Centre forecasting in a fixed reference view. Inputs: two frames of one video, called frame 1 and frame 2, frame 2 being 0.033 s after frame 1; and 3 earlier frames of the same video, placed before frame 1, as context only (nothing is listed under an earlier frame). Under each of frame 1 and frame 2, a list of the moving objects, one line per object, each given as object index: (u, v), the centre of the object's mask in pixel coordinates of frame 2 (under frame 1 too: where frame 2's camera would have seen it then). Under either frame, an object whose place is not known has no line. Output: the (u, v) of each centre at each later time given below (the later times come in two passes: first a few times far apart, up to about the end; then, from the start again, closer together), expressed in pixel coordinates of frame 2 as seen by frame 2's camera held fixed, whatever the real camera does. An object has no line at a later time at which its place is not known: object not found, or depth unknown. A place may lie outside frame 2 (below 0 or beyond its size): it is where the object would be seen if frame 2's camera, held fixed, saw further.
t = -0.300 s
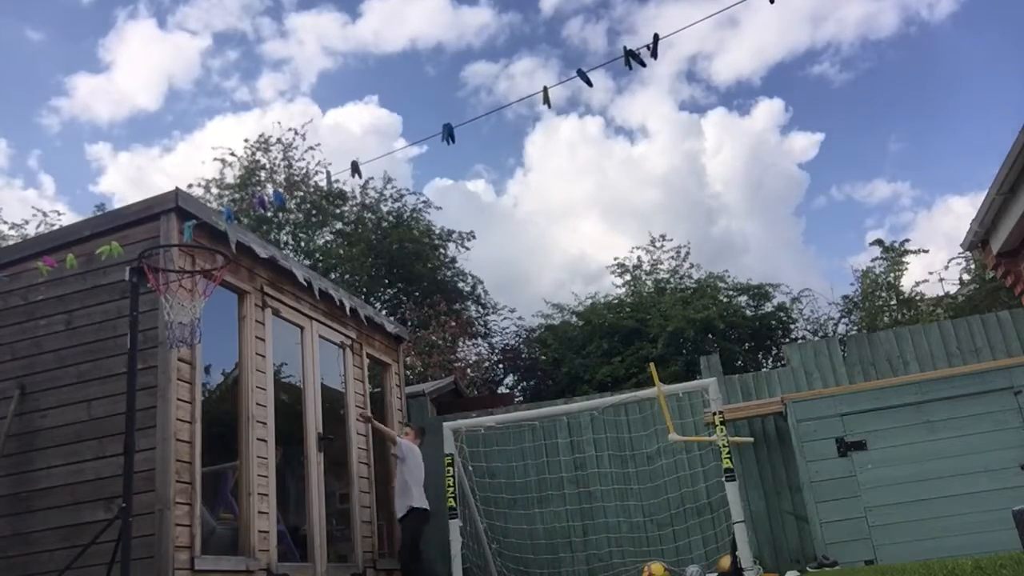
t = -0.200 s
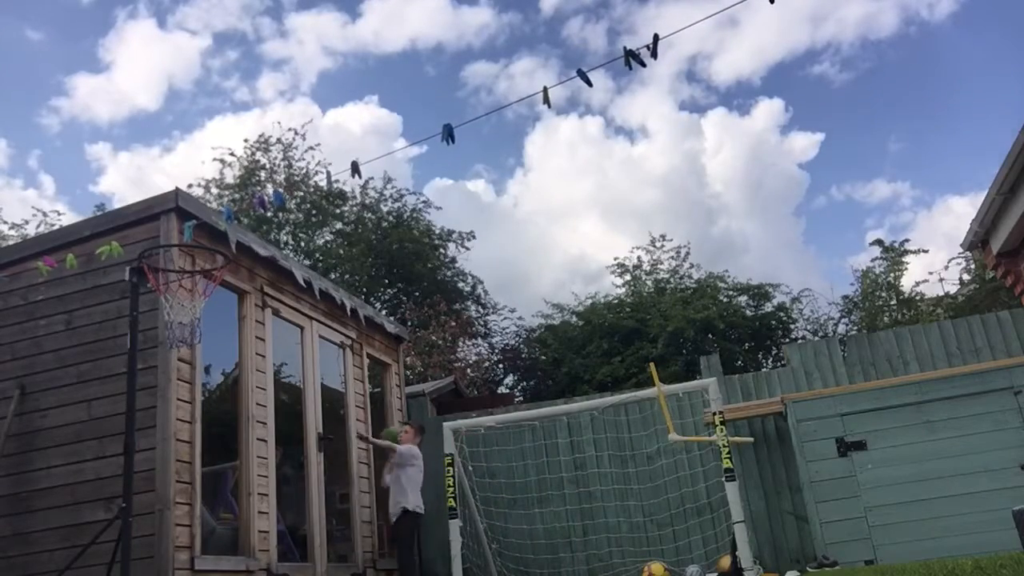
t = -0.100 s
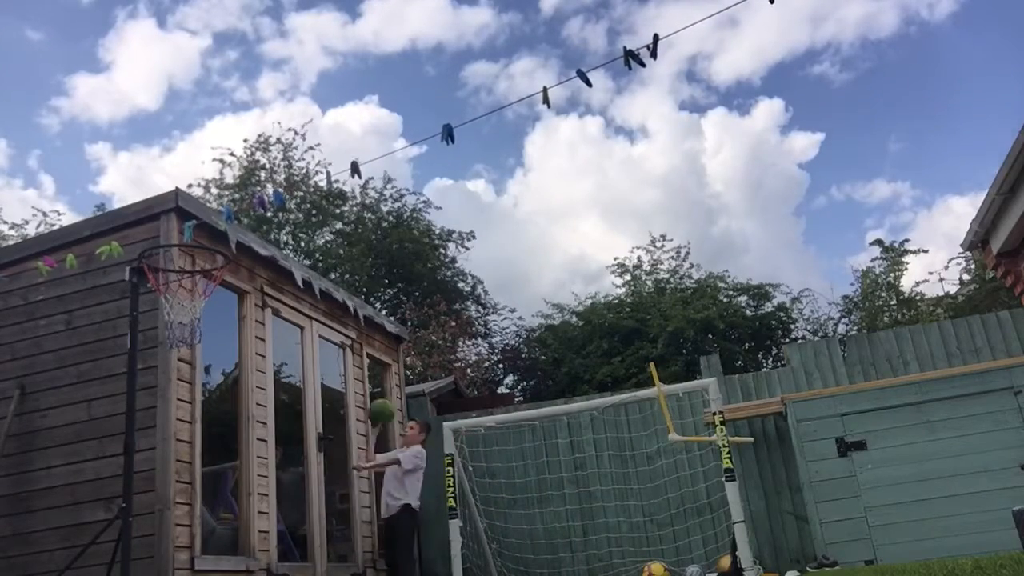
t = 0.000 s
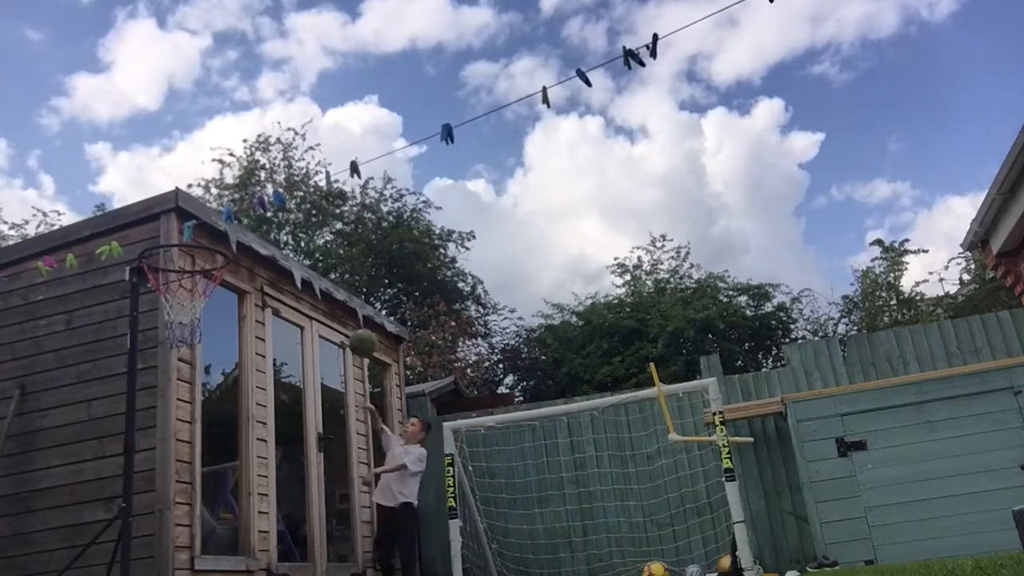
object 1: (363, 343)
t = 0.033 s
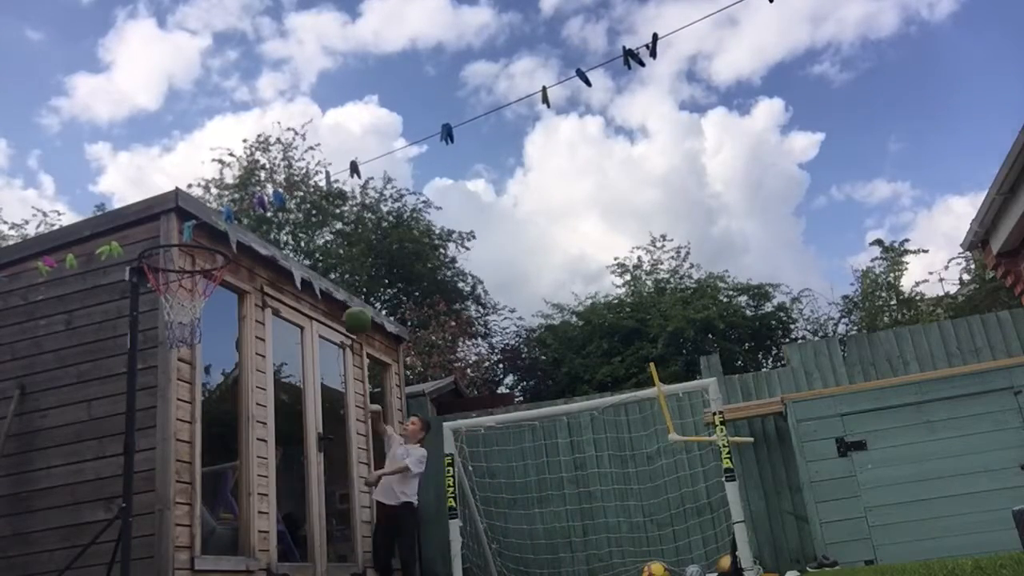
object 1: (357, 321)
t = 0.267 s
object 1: (311, 193)
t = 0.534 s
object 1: (247, 103)
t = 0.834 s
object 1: (132, 135)
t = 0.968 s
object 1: (41, 253)
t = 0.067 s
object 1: (350, 300)
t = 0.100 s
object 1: (344, 279)
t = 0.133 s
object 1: (337, 260)
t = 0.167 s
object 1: (331, 243)
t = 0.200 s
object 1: (323, 223)
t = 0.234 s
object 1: (319, 207)
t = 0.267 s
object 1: (311, 193)
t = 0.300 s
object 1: (304, 177)
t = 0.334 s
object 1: (296, 163)
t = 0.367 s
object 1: (289, 149)
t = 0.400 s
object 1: (281, 138)
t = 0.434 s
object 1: (273, 127)
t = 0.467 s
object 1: (265, 118)
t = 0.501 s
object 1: (256, 109)
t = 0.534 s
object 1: (247, 103)
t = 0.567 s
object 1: (237, 98)
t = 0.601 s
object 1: (227, 94)
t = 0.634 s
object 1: (216, 93)
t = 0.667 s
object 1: (204, 93)
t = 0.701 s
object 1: (192, 95)
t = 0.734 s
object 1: (179, 100)
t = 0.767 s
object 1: (165, 108)
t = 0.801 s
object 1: (149, 120)
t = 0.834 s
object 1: (132, 135)
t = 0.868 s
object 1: (112, 155)
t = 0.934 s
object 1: (66, 212)
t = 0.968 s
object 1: (41, 253)
